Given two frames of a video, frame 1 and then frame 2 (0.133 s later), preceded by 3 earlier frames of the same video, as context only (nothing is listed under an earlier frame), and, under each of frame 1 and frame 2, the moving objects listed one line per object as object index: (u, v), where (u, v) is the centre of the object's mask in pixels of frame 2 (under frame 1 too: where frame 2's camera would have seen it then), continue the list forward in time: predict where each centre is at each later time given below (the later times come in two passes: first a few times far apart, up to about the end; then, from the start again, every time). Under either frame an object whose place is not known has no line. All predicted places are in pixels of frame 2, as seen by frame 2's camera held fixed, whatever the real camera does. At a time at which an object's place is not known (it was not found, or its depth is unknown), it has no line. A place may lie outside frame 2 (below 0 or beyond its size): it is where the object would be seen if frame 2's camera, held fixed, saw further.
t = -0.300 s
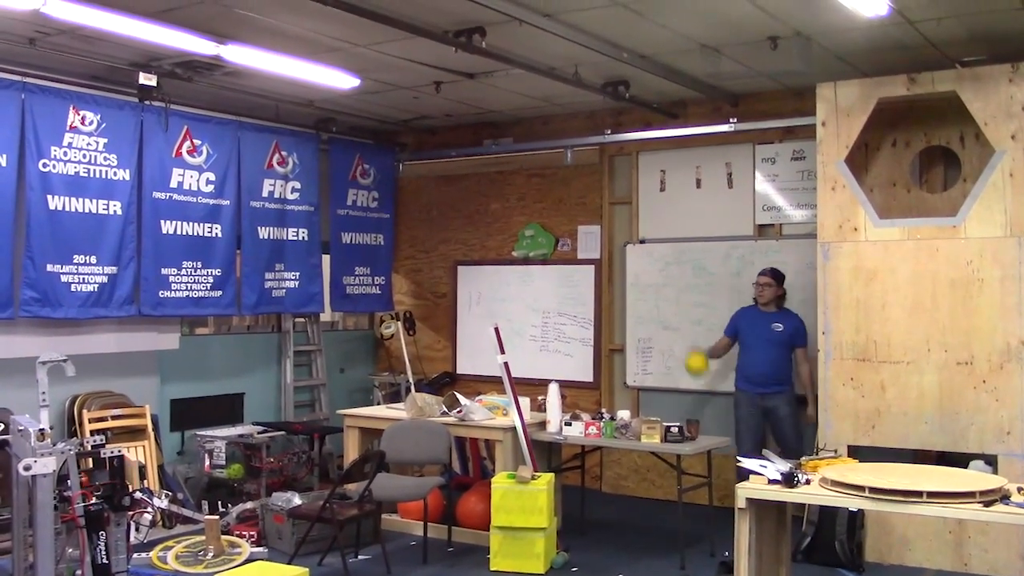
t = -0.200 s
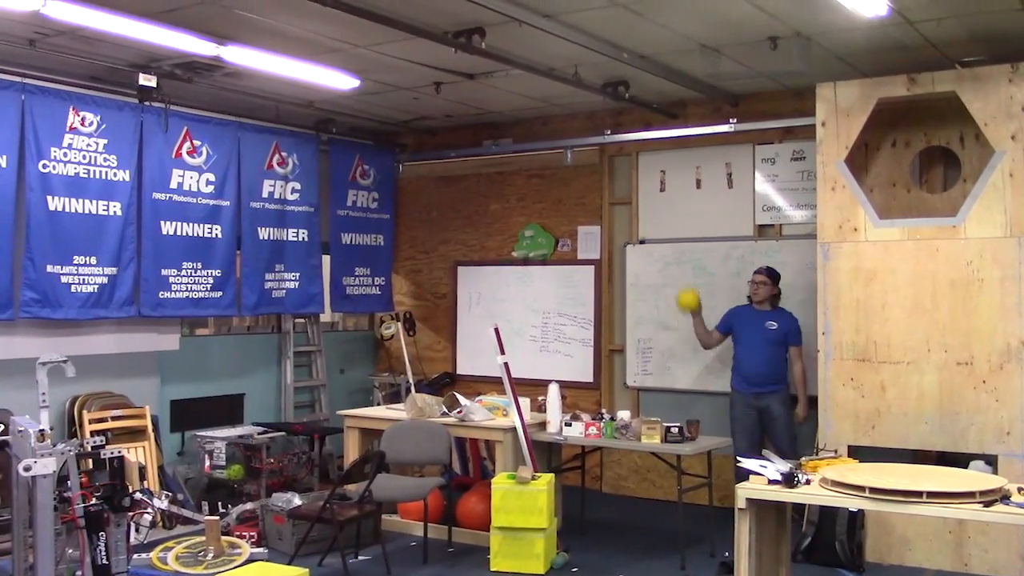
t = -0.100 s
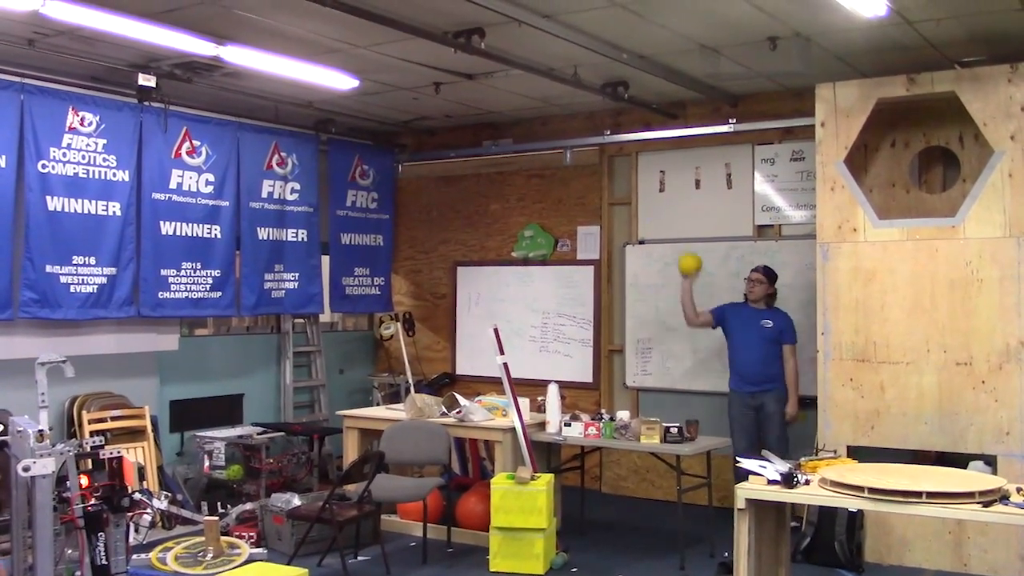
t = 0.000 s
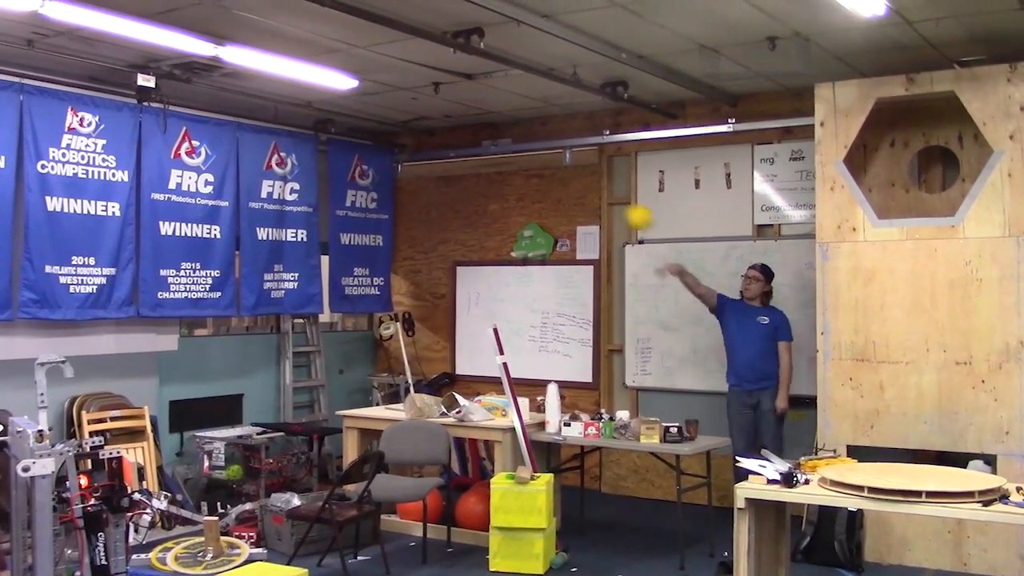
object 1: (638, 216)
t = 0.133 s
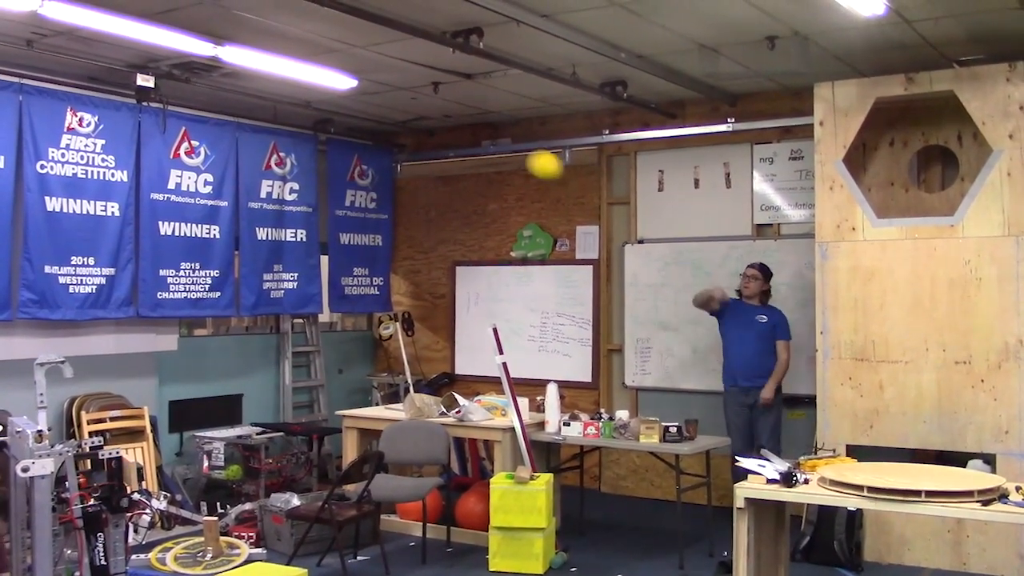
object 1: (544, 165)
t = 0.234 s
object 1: (466, 138)
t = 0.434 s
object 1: (275, 134)
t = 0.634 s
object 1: (23, 219)
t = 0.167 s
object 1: (518, 155)
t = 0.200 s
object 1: (493, 145)
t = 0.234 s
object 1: (466, 138)
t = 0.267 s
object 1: (437, 133)
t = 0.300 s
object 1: (407, 129)
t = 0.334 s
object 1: (377, 127)
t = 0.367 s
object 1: (344, 127)
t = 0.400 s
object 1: (310, 129)
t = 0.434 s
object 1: (275, 134)
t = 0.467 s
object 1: (238, 140)
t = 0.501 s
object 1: (201, 149)
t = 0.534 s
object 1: (155, 162)
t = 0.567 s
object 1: (115, 178)
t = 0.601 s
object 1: (66, 197)
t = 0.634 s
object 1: (23, 219)
